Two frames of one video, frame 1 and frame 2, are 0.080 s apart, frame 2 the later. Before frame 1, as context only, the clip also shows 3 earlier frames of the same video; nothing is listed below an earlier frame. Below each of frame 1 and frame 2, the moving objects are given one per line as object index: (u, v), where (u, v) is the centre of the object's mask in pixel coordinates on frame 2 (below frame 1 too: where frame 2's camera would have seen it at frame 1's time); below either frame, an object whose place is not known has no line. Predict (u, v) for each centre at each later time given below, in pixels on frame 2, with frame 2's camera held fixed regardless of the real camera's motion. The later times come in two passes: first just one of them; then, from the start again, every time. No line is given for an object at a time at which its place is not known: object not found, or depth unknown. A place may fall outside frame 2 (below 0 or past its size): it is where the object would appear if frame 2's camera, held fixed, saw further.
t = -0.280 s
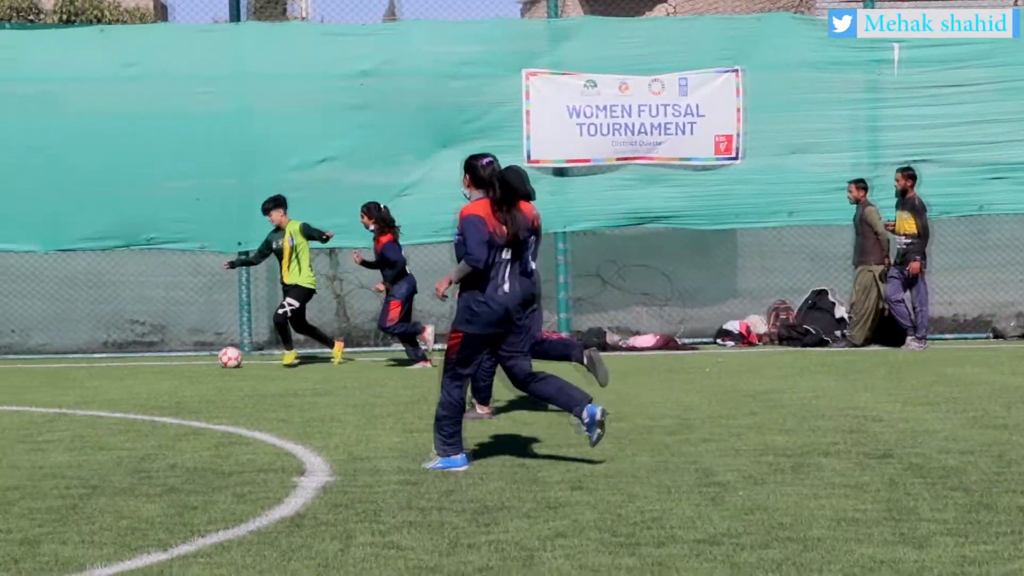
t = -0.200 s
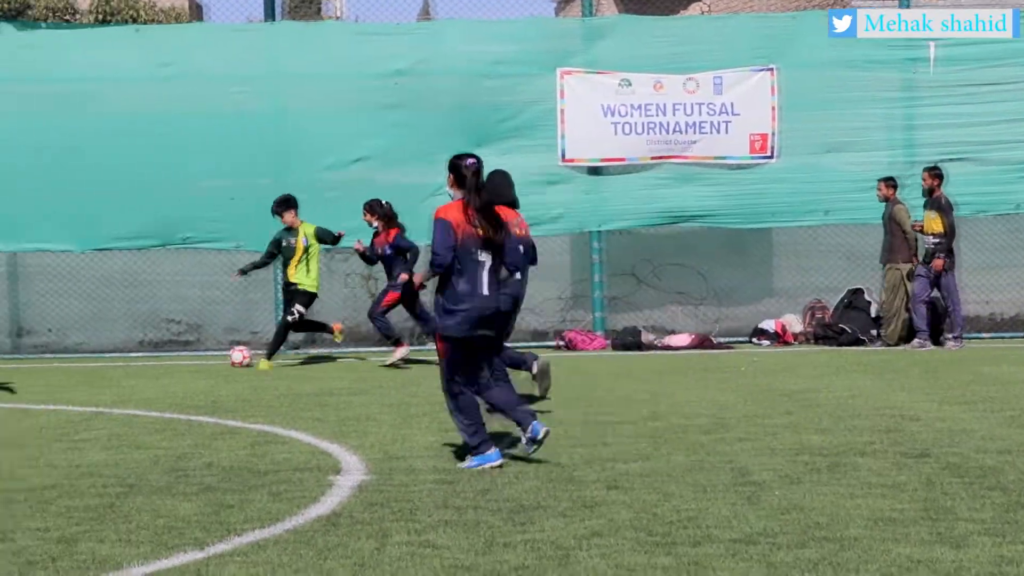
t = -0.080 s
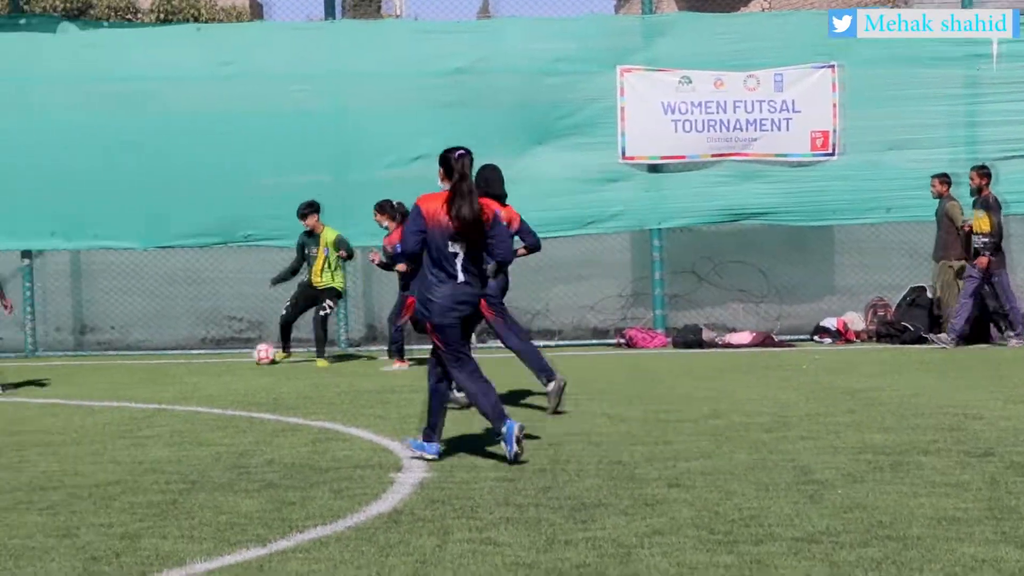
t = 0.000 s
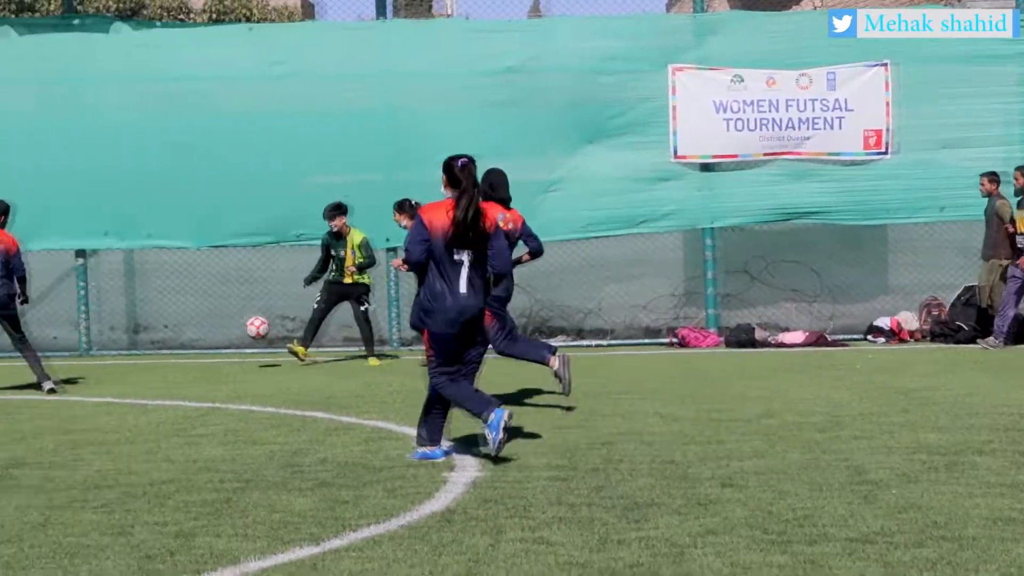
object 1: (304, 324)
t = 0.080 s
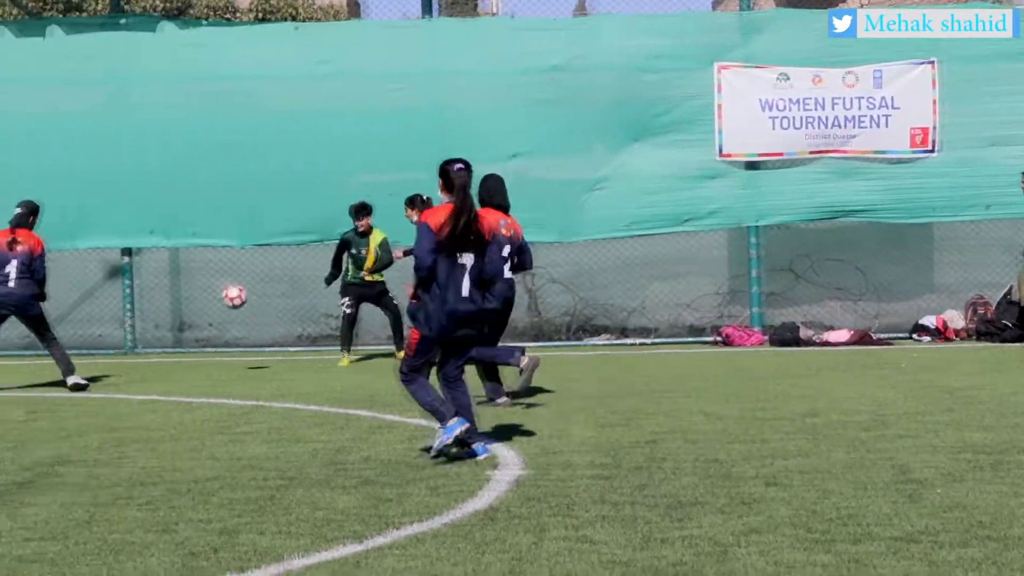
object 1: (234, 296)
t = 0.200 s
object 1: (122, 259)
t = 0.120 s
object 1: (199, 283)
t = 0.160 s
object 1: (162, 270)
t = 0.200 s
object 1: (122, 259)
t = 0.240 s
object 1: (81, 251)
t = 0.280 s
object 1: (39, 243)
